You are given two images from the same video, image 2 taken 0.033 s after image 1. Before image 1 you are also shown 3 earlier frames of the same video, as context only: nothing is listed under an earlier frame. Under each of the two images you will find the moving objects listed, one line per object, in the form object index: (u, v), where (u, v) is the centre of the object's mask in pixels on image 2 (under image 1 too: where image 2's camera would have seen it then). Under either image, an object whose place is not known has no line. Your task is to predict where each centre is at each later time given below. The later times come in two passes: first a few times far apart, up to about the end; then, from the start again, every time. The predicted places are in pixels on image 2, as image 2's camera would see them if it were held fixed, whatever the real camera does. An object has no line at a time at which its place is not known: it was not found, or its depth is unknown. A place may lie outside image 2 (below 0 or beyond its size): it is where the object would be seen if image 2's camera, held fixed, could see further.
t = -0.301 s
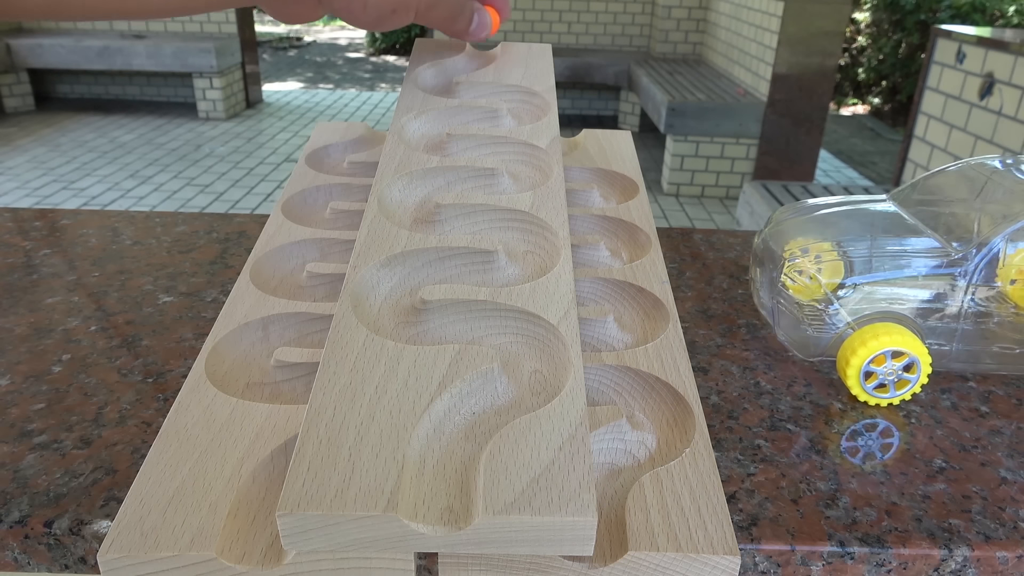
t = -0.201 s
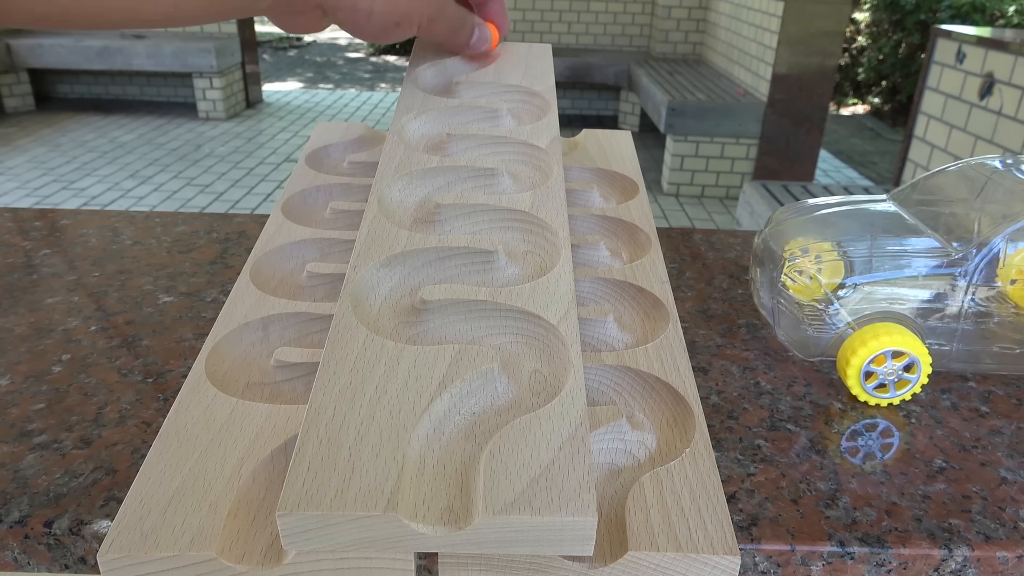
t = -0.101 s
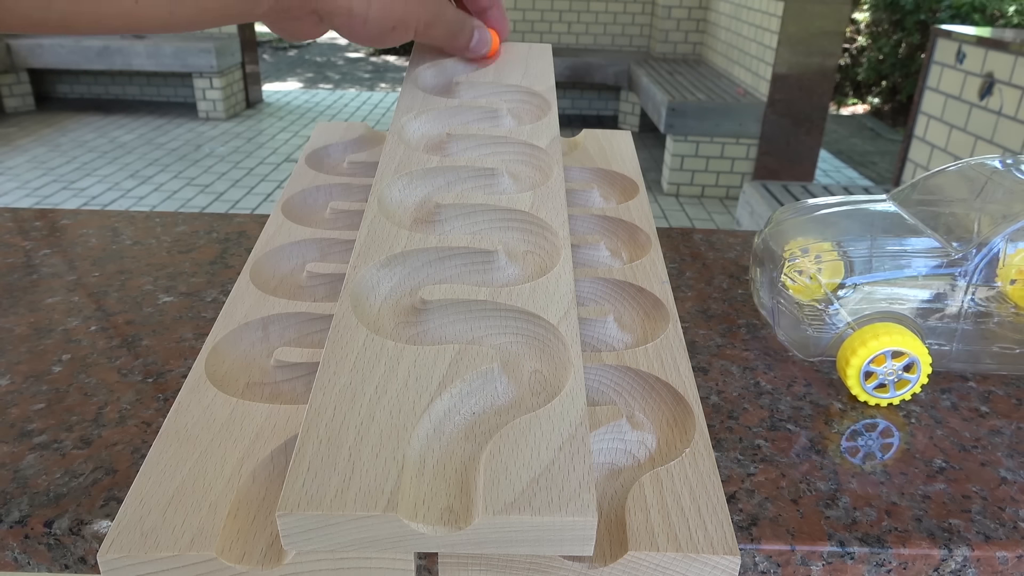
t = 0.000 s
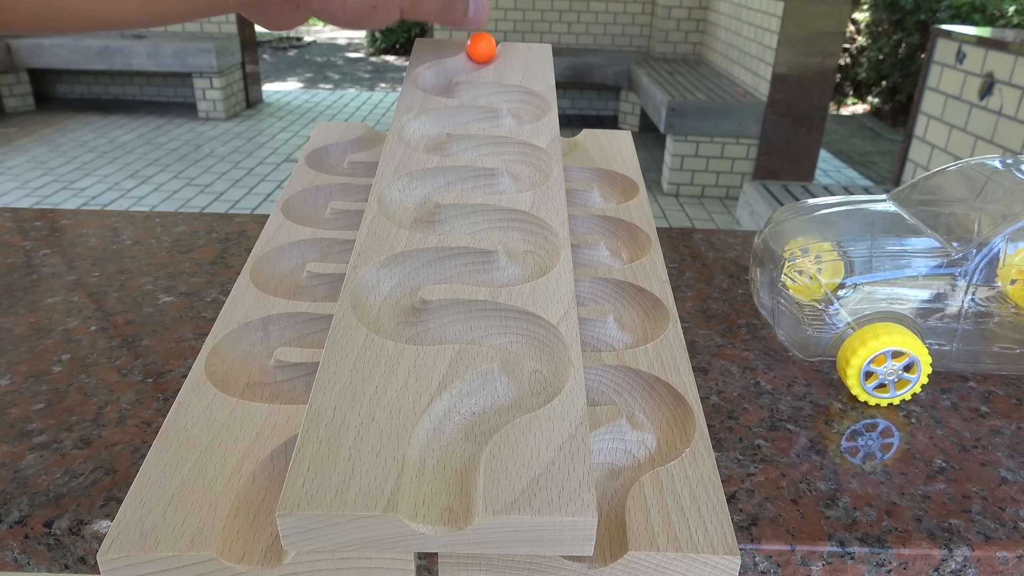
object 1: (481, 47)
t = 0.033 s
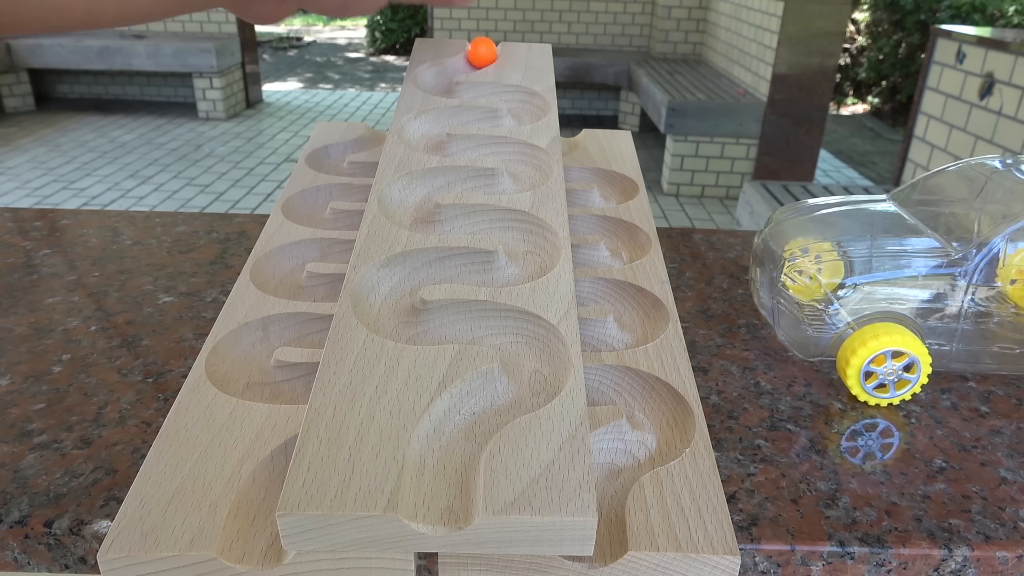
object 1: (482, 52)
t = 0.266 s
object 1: (460, 87)
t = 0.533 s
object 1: (511, 116)
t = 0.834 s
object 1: (447, 144)
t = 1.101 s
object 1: (499, 181)
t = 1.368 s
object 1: (435, 220)
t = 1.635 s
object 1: (491, 270)
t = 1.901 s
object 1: (418, 325)
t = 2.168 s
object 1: (488, 400)
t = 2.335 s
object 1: (434, 558)
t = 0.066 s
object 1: (477, 56)
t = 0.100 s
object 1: (465, 63)
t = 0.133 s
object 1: (445, 71)
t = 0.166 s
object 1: (428, 72)
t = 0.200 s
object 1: (427, 77)
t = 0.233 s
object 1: (442, 86)
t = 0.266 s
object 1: (460, 87)
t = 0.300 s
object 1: (477, 87)
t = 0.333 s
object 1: (494, 88)
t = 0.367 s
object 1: (505, 90)
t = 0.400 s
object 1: (515, 96)
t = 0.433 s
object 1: (528, 103)
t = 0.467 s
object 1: (535, 105)
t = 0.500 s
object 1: (526, 112)
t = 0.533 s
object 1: (511, 116)
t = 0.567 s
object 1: (493, 116)
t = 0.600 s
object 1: (477, 115)
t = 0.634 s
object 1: (461, 112)
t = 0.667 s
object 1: (447, 116)
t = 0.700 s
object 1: (431, 122)
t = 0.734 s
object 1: (416, 126)
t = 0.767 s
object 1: (416, 132)
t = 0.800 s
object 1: (429, 141)
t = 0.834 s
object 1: (447, 144)
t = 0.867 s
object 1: (469, 144)
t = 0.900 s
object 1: (489, 143)
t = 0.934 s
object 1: (505, 147)
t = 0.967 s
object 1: (519, 155)
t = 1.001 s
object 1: (535, 163)
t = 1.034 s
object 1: (535, 169)
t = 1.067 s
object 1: (520, 178)
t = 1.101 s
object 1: (499, 181)
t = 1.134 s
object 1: (476, 180)
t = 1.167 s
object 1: (455, 177)
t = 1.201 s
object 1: (439, 178)
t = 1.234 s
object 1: (421, 186)
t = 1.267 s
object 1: (403, 195)
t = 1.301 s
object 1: (398, 202)
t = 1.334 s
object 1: (413, 214)
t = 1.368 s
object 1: (435, 220)
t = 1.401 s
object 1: (460, 219)
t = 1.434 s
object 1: (485, 219)
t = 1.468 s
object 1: (504, 220)
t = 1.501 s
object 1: (520, 232)
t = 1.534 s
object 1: (538, 243)
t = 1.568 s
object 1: (537, 255)
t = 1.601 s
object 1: (517, 267)
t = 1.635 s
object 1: (491, 270)
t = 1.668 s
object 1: (466, 267)
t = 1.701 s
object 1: (443, 262)
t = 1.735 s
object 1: (424, 266)
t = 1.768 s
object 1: (403, 276)
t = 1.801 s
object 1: (381, 287)
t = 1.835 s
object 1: (375, 299)
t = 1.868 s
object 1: (392, 317)
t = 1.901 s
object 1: (418, 325)
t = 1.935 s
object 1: (446, 324)
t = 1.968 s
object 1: (475, 322)
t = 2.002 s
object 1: (498, 324)
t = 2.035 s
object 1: (520, 339)
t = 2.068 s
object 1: (543, 355)
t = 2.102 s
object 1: (542, 372)
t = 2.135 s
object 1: (519, 389)
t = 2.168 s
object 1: (488, 400)
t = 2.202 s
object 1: (458, 410)
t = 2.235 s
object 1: (447, 433)
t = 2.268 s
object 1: (443, 466)
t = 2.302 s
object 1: (437, 509)
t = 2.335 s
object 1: (434, 558)
